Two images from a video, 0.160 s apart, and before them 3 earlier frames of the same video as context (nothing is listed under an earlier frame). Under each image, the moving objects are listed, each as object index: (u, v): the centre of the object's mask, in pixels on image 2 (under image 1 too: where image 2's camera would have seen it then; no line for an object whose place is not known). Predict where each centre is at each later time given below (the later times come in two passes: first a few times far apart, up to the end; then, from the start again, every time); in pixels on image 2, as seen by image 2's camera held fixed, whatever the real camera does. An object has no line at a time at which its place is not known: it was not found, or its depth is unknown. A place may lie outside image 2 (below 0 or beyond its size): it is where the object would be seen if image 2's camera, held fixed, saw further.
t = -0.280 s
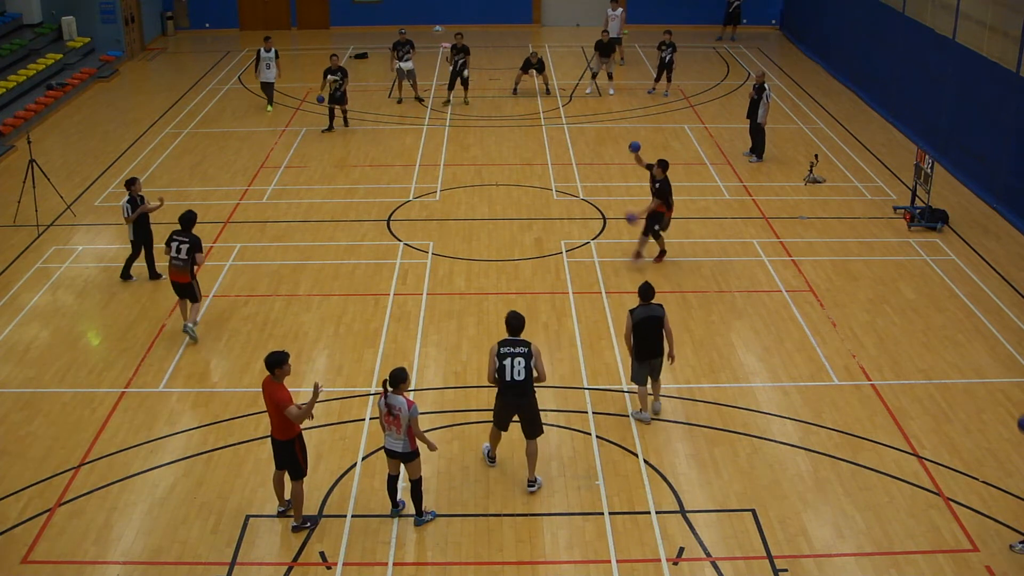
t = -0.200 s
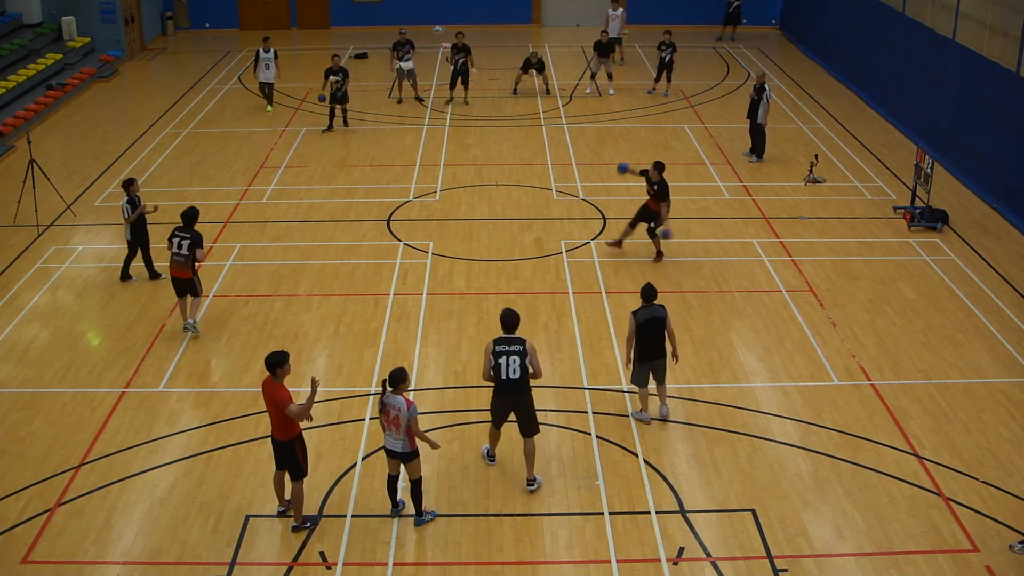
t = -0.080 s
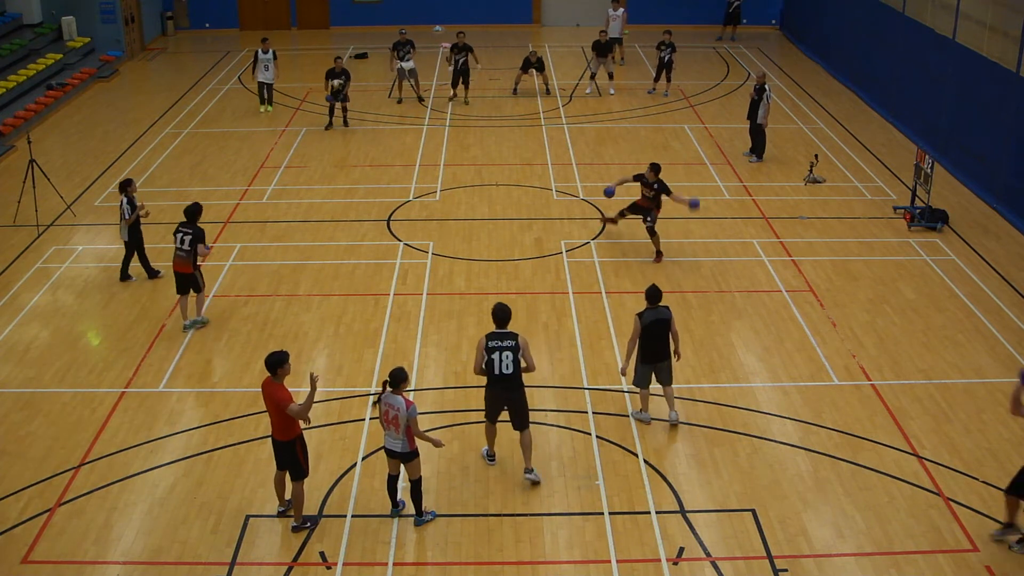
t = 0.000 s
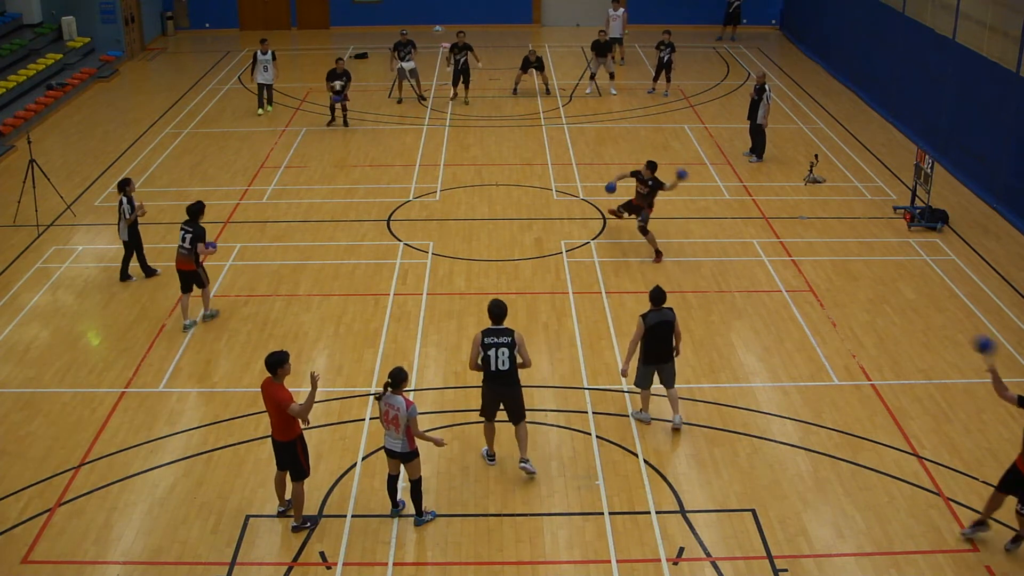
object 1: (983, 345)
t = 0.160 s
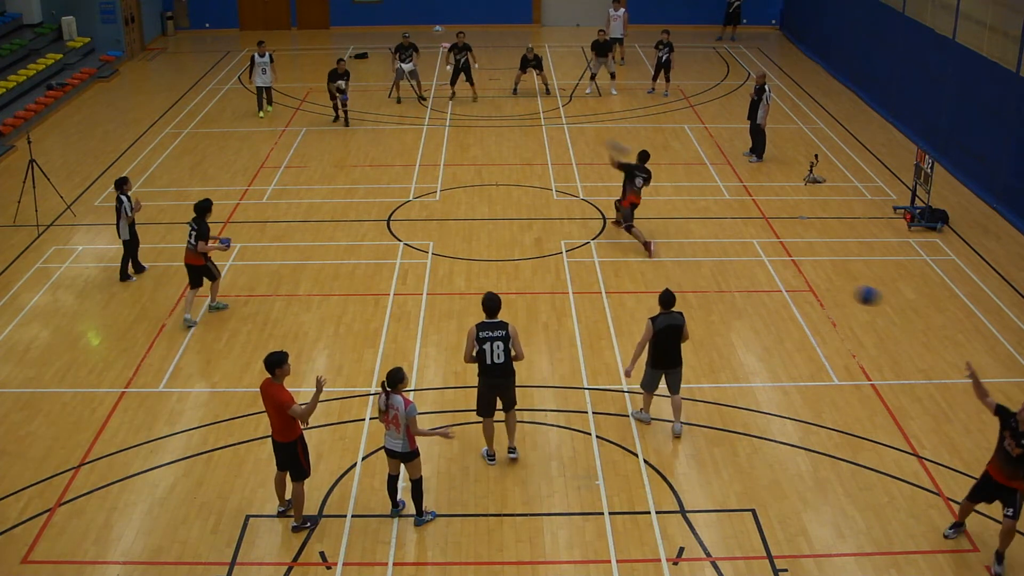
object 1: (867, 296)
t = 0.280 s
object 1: (778, 276)
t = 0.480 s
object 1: (635, 278)
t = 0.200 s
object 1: (838, 288)
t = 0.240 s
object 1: (808, 281)
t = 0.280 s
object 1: (778, 276)
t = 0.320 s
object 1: (749, 273)
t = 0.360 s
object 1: (720, 272)
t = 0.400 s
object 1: (691, 273)
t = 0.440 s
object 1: (662, 275)
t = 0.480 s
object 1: (635, 278)
